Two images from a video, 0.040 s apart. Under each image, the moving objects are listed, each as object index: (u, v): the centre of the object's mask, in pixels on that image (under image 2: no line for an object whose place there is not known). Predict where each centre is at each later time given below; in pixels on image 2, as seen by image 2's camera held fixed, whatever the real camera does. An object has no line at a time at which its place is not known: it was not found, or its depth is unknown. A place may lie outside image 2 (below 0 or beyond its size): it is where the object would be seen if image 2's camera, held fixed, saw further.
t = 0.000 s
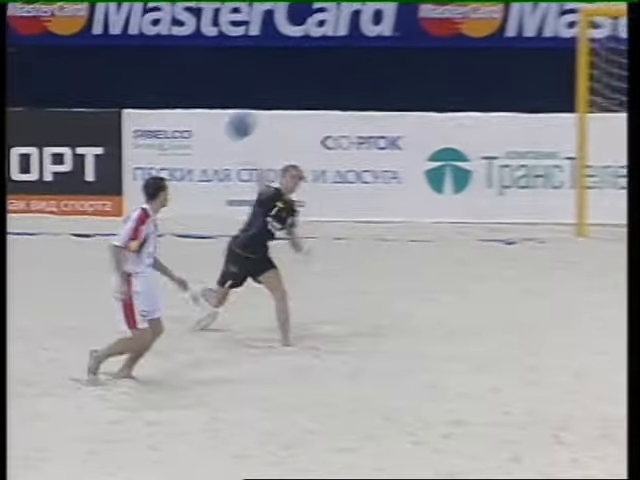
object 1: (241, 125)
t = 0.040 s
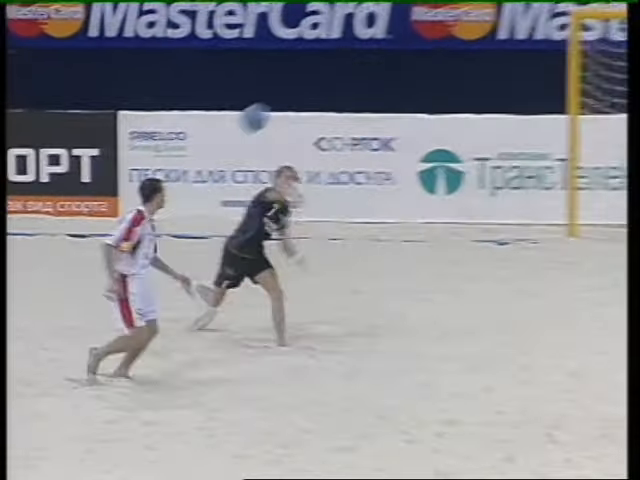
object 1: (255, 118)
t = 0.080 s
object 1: (275, 109)
